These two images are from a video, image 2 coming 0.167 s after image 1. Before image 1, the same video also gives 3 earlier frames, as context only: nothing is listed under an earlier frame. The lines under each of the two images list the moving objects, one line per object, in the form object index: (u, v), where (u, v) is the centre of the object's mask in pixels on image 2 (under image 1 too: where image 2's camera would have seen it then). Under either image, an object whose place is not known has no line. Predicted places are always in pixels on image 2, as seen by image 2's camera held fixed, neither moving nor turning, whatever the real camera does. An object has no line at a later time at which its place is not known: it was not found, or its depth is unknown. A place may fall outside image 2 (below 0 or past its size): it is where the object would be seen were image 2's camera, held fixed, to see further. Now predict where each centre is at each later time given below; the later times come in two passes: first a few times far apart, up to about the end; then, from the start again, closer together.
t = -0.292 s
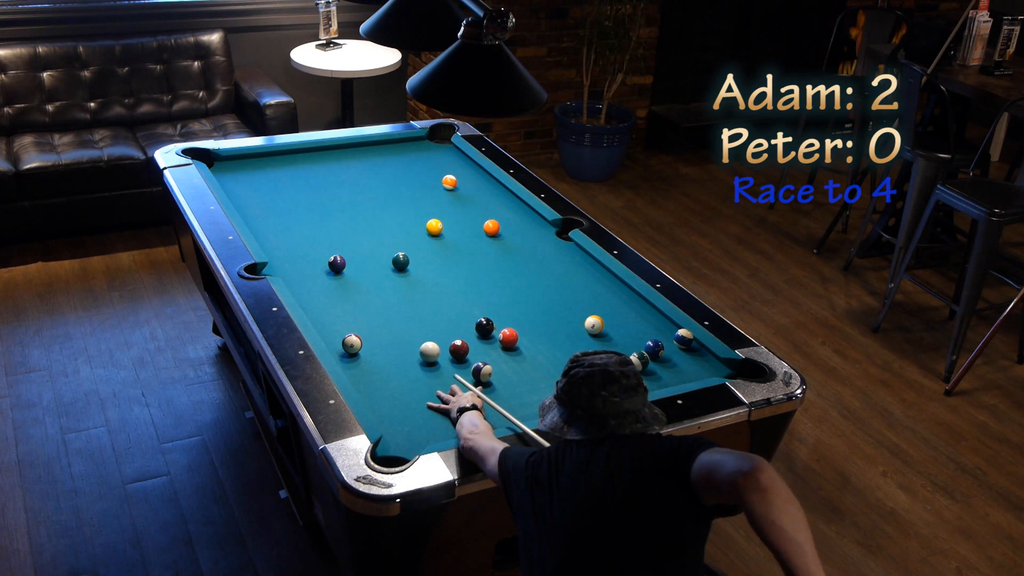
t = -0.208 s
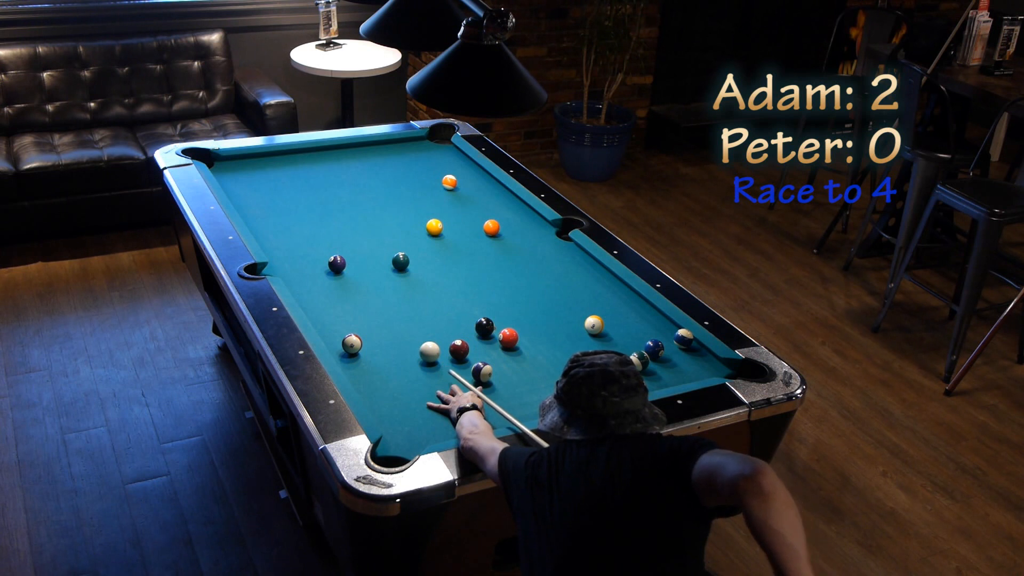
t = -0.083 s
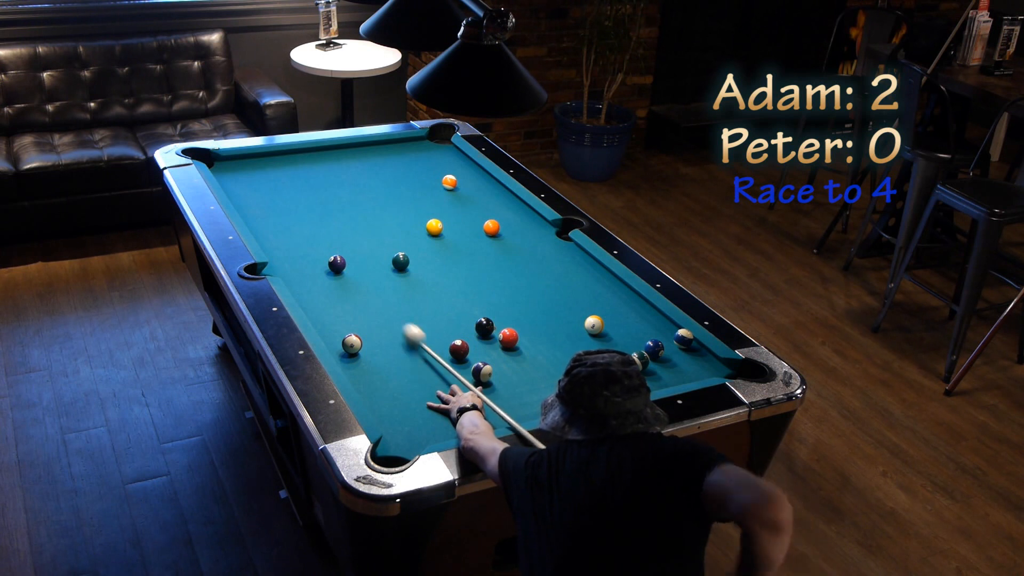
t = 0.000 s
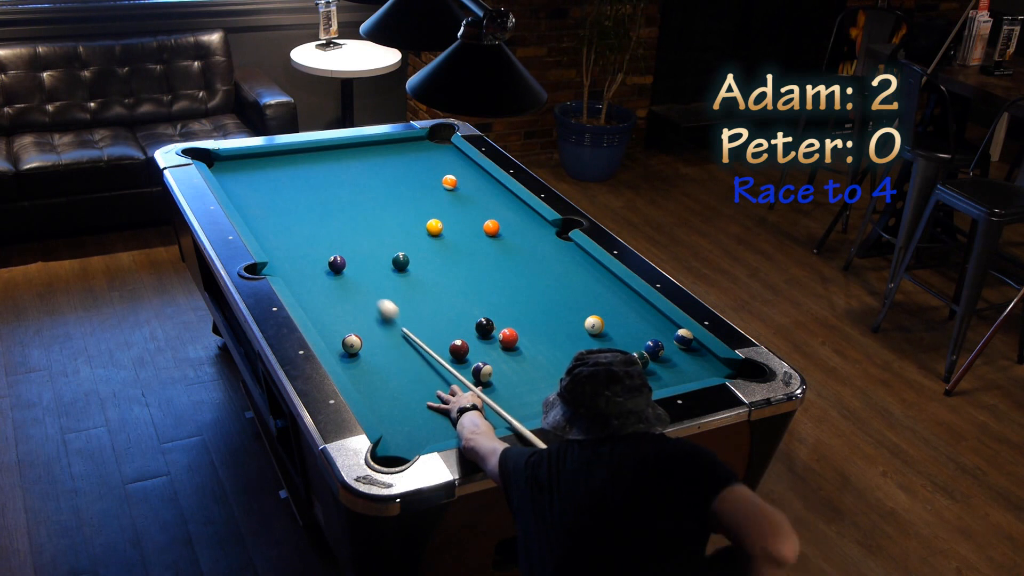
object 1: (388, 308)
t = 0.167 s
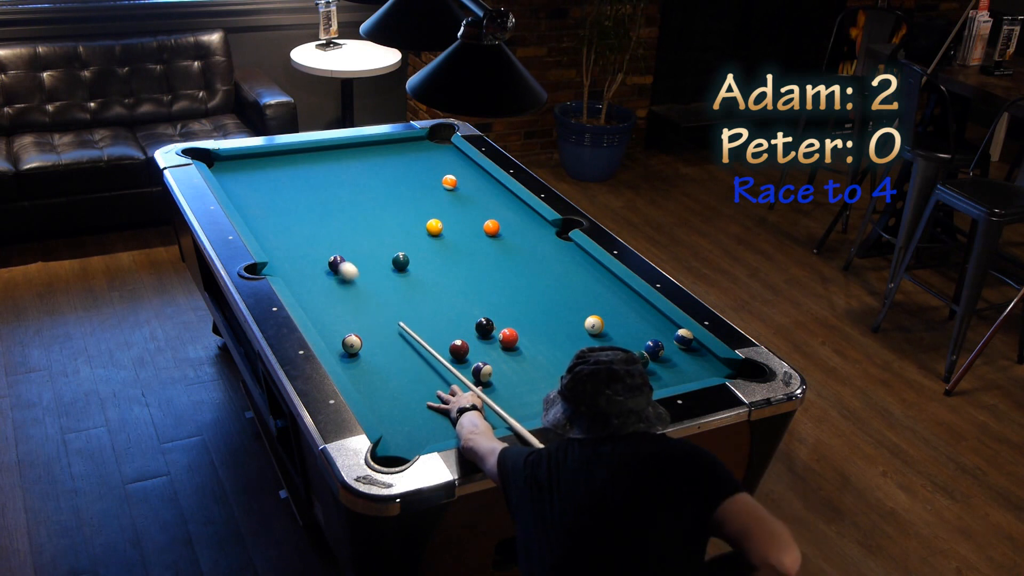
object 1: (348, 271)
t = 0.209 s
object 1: (347, 270)
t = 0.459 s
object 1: (345, 258)
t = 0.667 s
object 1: (342, 248)
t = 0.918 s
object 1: (338, 237)
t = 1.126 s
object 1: (336, 229)
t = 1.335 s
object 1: (333, 221)
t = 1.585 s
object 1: (331, 213)
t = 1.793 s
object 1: (329, 207)
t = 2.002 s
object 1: (327, 201)
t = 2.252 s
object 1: (326, 196)
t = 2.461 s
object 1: (324, 191)
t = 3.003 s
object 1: (322, 182)
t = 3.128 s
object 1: (320, 180)
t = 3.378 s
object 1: (319, 177)
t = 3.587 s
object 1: (318, 175)
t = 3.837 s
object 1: (318, 174)
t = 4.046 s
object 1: (317, 173)
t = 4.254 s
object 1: (317, 172)
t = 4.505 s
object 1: (317, 172)
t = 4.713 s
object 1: (317, 173)
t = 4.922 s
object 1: (317, 173)
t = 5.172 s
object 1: (317, 173)
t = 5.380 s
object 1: (317, 173)
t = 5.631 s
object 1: (317, 173)
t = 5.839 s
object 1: (317, 173)
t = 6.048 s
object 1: (317, 173)
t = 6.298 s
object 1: (317, 173)
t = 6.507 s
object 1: (317, 173)
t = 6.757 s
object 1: (317, 173)
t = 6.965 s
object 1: (317, 173)
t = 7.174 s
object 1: (317, 173)
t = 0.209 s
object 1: (347, 270)
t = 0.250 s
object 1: (348, 268)
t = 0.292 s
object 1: (348, 267)
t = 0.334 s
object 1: (348, 265)
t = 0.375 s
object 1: (347, 263)
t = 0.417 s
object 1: (346, 260)
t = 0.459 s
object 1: (345, 258)
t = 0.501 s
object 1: (345, 256)
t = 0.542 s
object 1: (344, 254)
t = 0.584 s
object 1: (343, 252)
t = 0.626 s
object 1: (343, 250)
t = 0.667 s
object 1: (342, 248)
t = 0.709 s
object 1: (341, 246)
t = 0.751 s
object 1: (341, 244)
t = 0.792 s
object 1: (340, 242)
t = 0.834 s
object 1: (340, 241)
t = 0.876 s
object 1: (339, 239)
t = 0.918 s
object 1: (338, 237)
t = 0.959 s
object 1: (338, 235)
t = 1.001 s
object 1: (337, 234)
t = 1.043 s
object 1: (337, 232)
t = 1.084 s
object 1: (336, 230)
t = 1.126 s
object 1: (336, 229)
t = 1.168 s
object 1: (335, 227)
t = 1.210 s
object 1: (335, 226)
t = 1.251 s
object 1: (334, 224)
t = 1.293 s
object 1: (334, 222)
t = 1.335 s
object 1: (333, 221)
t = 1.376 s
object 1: (333, 220)
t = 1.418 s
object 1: (332, 218)
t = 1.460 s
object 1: (332, 217)
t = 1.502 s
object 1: (331, 215)
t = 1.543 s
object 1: (331, 214)
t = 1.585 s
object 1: (331, 213)
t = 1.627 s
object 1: (330, 212)
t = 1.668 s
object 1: (330, 210)
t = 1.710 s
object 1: (329, 209)
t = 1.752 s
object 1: (329, 208)
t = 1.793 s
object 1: (329, 207)
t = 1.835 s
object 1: (329, 206)
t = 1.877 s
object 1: (328, 205)
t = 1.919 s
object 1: (328, 203)
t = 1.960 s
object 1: (328, 202)
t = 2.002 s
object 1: (327, 201)
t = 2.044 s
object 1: (327, 200)
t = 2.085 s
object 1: (327, 199)
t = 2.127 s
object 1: (327, 198)
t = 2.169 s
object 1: (326, 197)
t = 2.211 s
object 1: (326, 196)
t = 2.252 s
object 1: (326, 196)
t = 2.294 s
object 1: (325, 195)
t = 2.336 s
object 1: (325, 194)
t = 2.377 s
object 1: (325, 193)
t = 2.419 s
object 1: (324, 192)
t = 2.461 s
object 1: (324, 191)
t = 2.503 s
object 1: (320, 187)
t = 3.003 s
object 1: (322, 182)
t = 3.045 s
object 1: (320, 181)
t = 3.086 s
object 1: (320, 181)
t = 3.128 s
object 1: (320, 180)
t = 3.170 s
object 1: (320, 180)
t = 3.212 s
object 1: (319, 179)
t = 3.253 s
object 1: (319, 179)
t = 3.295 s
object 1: (319, 178)
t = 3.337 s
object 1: (319, 178)
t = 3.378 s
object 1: (319, 177)
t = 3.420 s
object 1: (318, 177)
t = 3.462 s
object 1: (318, 177)
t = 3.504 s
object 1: (318, 176)
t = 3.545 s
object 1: (318, 176)
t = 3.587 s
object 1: (318, 175)
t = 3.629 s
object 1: (318, 175)
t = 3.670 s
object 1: (318, 175)
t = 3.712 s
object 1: (318, 175)
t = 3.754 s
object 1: (318, 174)
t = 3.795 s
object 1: (318, 174)
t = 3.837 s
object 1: (318, 174)
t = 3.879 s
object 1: (318, 173)
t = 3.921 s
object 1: (318, 173)
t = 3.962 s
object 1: (318, 173)
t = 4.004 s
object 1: (317, 173)
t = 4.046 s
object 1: (317, 173)
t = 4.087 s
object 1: (317, 173)
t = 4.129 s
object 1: (317, 173)
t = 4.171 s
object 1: (317, 173)
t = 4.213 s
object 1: (317, 173)
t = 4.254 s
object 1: (317, 172)
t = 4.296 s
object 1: (317, 172)
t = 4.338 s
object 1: (317, 172)
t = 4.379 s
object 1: (317, 172)
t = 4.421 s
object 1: (317, 172)
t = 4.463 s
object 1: (317, 172)
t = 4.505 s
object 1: (317, 172)
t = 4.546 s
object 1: (317, 173)
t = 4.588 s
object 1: (317, 173)
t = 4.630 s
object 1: (317, 173)
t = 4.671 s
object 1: (317, 172)
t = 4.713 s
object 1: (317, 173)
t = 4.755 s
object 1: (317, 172)
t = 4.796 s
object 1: (317, 173)
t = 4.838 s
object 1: (317, 173)
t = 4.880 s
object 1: (317, 173)
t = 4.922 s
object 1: (317, 173)
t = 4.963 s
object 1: (317, 173)
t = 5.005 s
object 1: (317, 173)
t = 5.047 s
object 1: (317, 173)
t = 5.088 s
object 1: (317, 173)
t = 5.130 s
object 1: (317, 173)
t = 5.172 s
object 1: (317, 173)
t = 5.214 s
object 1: (317, 173)
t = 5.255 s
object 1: (317, 173)
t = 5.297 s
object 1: (317, 173)
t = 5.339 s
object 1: (317, 173)
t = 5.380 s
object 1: (317, 173)
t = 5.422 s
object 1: (317, 173)
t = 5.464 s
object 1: (317, 173)
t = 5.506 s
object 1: (317, 173)
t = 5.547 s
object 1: (317, 173)
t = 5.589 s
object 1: (317, 173)
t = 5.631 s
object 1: (317, 173)
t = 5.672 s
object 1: (317, 173)
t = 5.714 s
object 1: (317, 173)
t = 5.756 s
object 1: (317, 173)
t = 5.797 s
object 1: (317, 173)
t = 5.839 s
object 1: (317, 173)
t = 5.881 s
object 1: (317, 173)
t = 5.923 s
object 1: (317, 173)
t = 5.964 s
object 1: (317, 173)
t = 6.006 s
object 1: (317, 172)
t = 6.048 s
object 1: (317, 173)
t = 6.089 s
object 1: (317, 173)
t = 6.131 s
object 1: (317, 173)
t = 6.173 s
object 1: (317, 173)
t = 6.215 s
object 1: (317, 173)
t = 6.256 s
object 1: (317, 173)
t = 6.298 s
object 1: (317, 173)
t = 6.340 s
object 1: (317, 173)
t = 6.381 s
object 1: (317, 173)
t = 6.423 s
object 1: (317, 173)
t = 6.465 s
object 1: (317, 173)
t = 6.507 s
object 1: (317, 173)
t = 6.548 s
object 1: (317, 173)
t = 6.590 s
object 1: (317, 173)
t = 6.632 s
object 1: (317, 173)
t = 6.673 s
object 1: (317, 173)
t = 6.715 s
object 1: (317, 173)
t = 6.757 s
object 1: (317, 173)
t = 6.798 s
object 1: (317, 173)
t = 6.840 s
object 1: (317, 173)
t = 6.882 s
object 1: (317, 173)
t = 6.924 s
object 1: (317, 173)
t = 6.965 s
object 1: (317, 173)
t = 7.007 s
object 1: (317, 173)
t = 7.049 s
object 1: (317, 173)
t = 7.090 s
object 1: (317, 173)
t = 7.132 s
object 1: (317, 173)
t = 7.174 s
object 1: (317, 173)
